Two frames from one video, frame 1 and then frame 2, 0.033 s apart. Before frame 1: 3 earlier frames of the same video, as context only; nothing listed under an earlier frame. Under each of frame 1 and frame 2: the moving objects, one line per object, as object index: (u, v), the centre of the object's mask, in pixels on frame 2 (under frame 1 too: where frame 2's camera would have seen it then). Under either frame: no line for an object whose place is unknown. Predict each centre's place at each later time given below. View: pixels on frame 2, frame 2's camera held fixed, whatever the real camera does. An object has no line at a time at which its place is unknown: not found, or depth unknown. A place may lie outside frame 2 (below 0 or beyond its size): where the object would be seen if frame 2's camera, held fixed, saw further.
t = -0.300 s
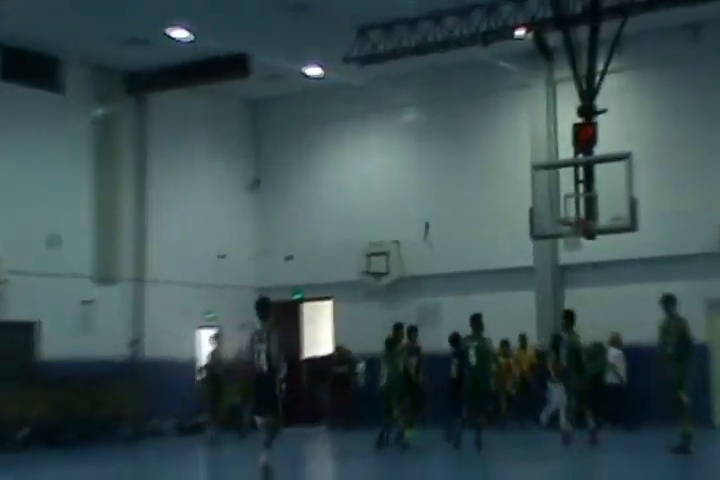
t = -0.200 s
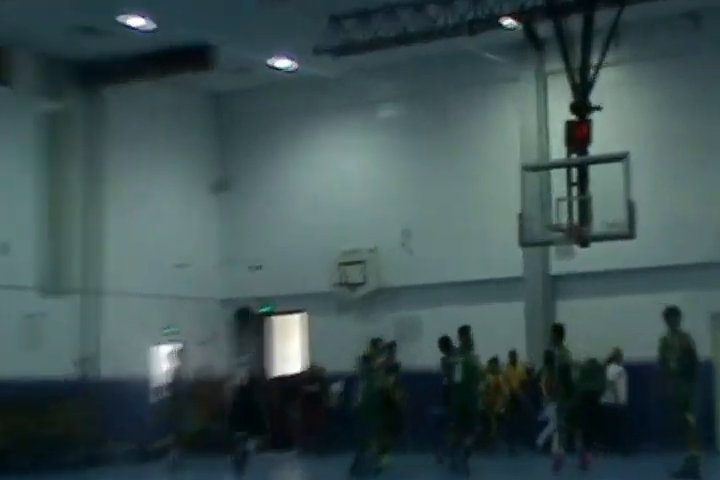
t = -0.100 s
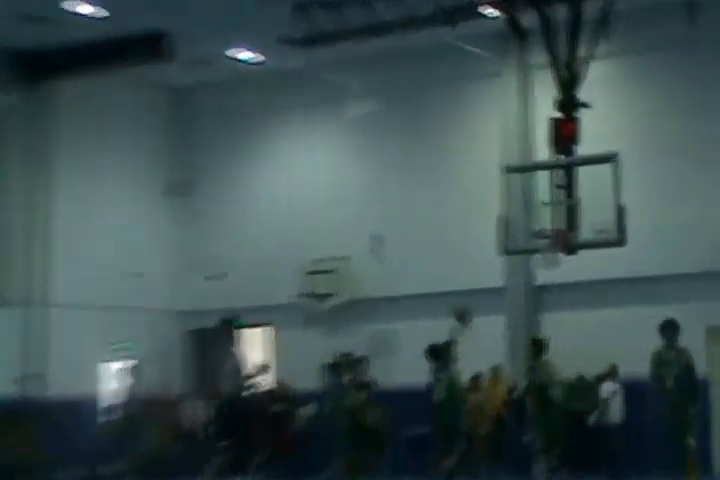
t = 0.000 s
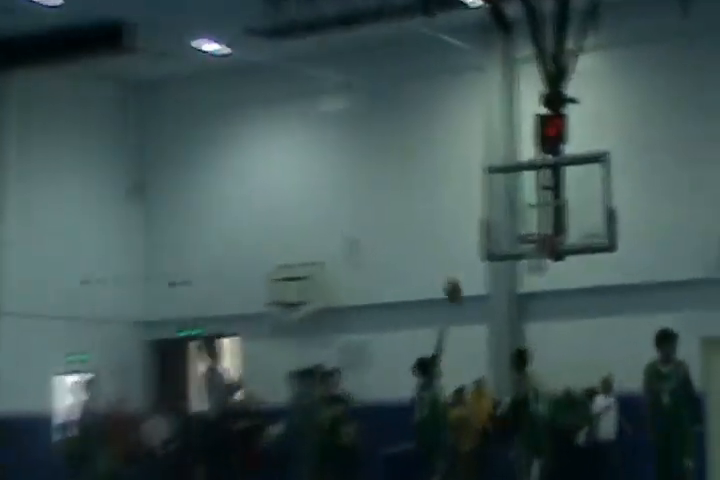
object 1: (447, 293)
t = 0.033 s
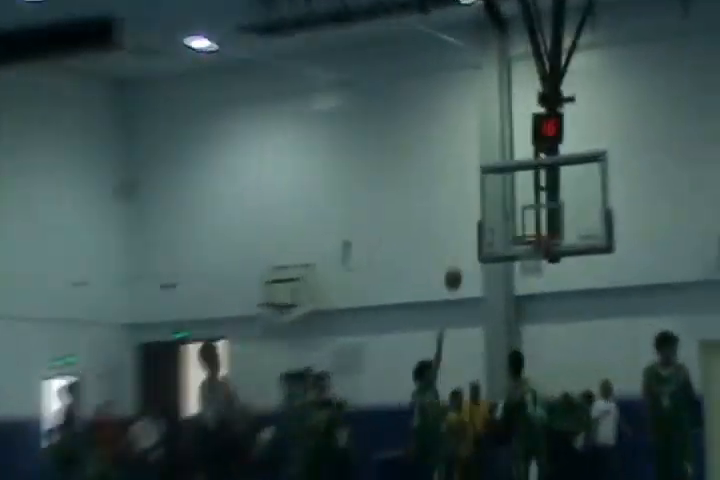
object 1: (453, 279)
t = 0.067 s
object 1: (458, 265)
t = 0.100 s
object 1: (464, 252)
